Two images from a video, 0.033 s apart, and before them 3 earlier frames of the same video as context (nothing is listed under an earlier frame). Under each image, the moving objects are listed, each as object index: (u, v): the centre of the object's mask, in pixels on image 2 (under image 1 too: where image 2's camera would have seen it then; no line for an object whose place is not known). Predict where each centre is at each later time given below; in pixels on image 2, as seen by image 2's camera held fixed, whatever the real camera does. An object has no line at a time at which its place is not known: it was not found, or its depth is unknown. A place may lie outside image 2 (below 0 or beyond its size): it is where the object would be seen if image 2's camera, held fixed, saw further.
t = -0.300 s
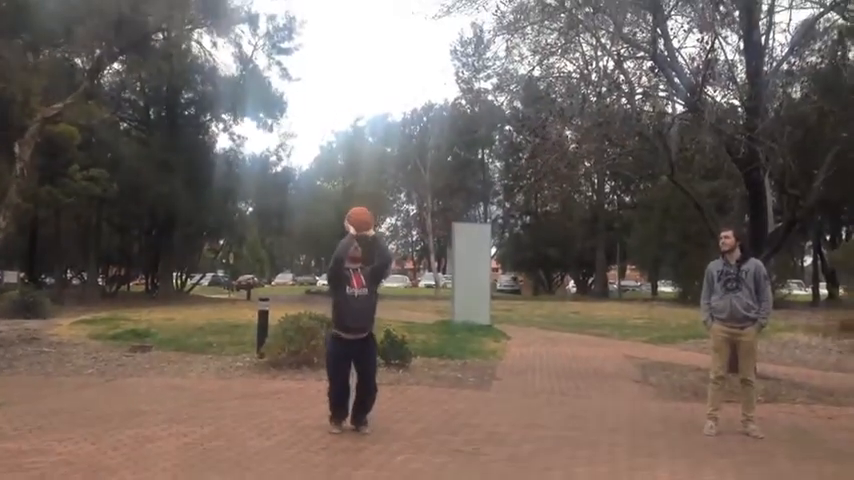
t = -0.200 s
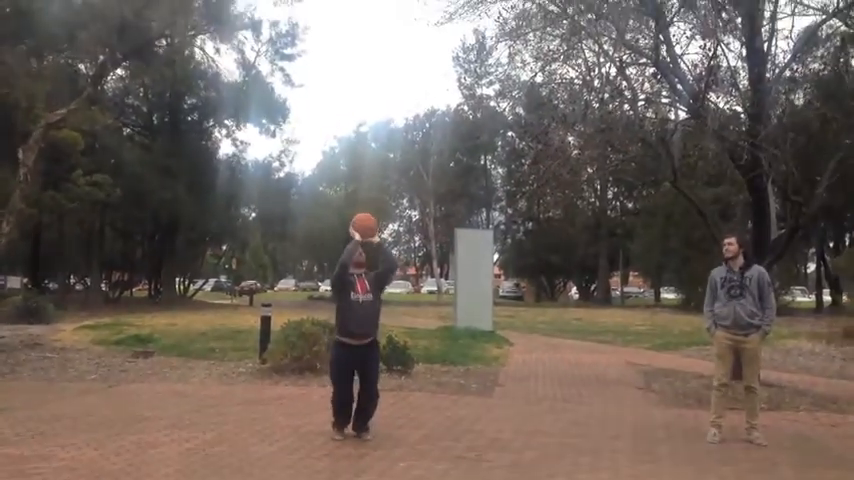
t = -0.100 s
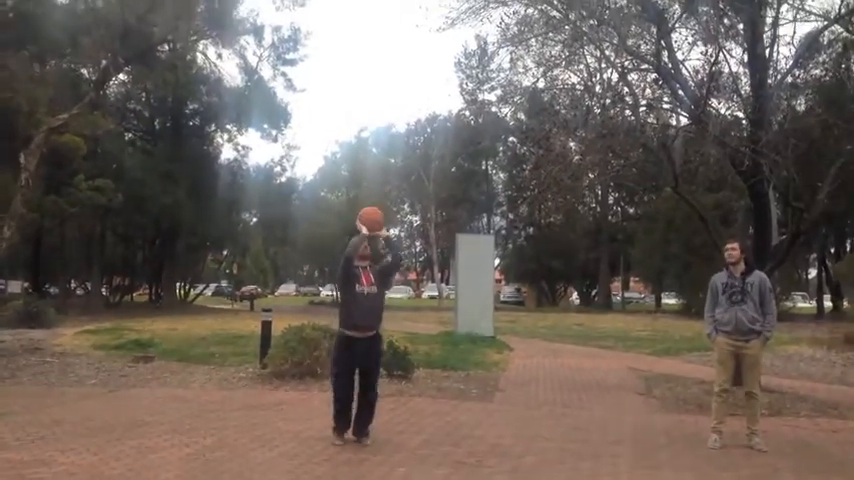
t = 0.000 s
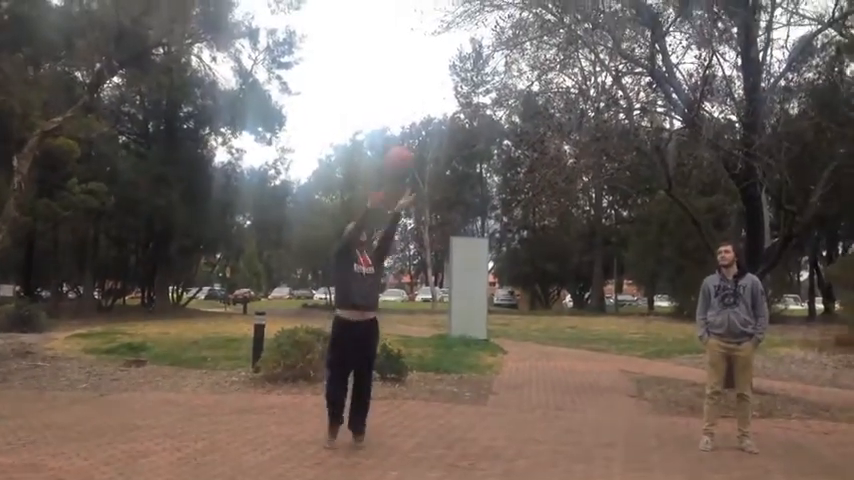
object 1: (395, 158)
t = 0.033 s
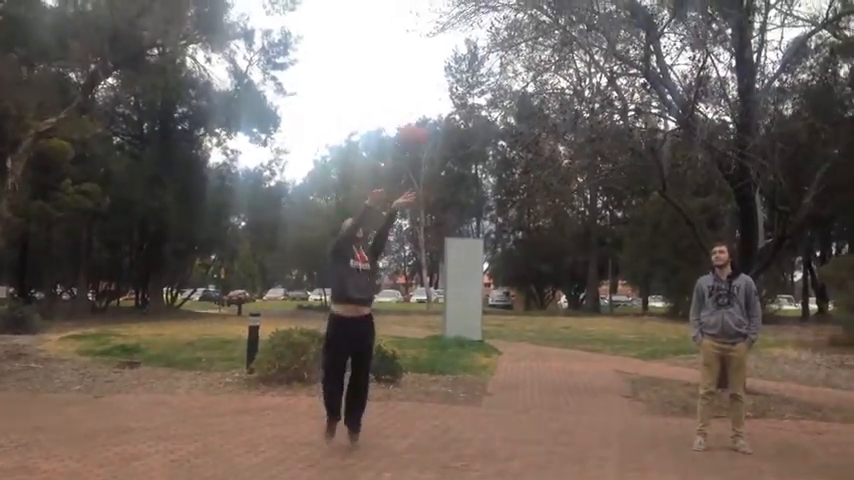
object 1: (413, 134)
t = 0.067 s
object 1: (426, 116)
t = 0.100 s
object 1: (443, 90)
